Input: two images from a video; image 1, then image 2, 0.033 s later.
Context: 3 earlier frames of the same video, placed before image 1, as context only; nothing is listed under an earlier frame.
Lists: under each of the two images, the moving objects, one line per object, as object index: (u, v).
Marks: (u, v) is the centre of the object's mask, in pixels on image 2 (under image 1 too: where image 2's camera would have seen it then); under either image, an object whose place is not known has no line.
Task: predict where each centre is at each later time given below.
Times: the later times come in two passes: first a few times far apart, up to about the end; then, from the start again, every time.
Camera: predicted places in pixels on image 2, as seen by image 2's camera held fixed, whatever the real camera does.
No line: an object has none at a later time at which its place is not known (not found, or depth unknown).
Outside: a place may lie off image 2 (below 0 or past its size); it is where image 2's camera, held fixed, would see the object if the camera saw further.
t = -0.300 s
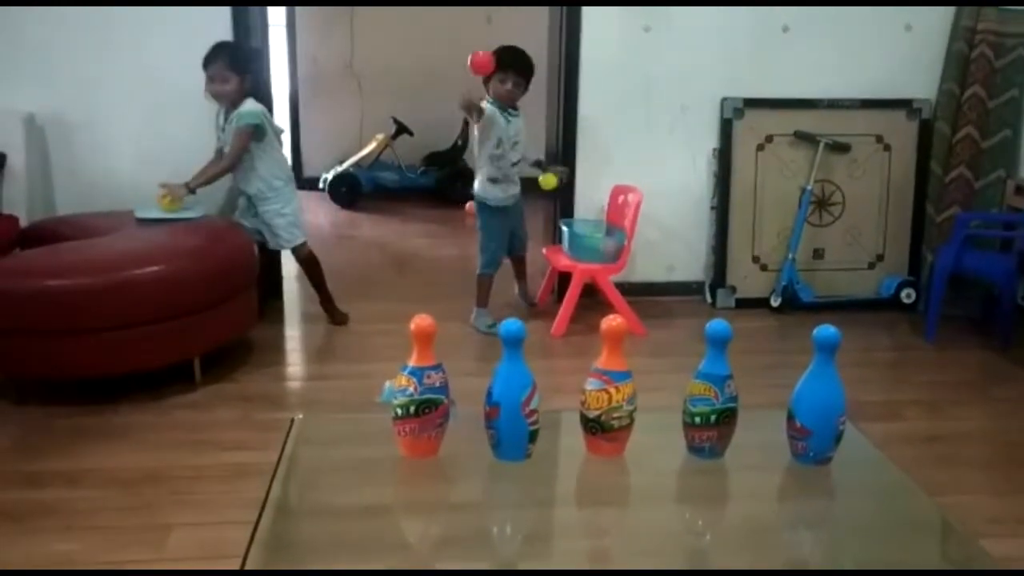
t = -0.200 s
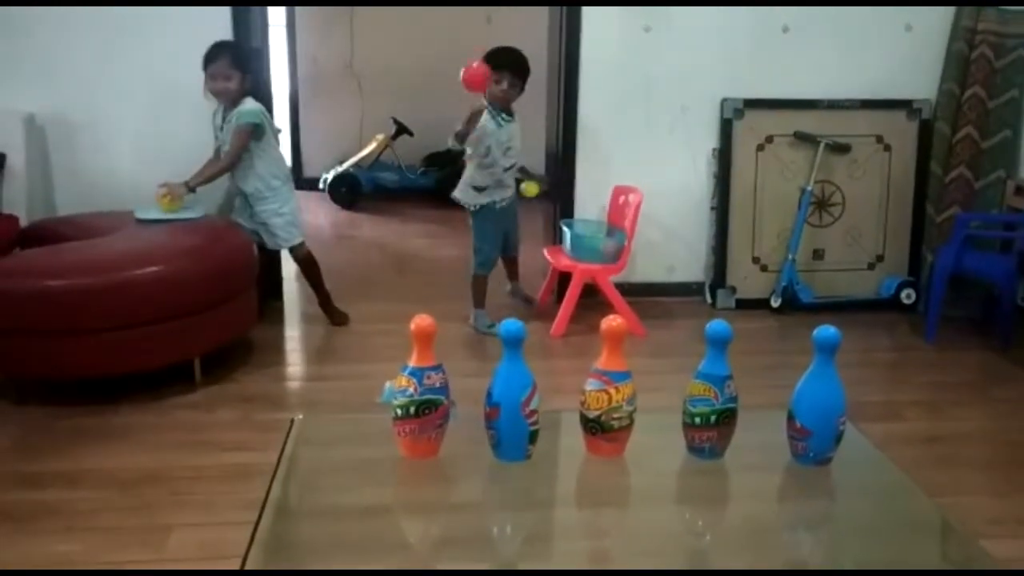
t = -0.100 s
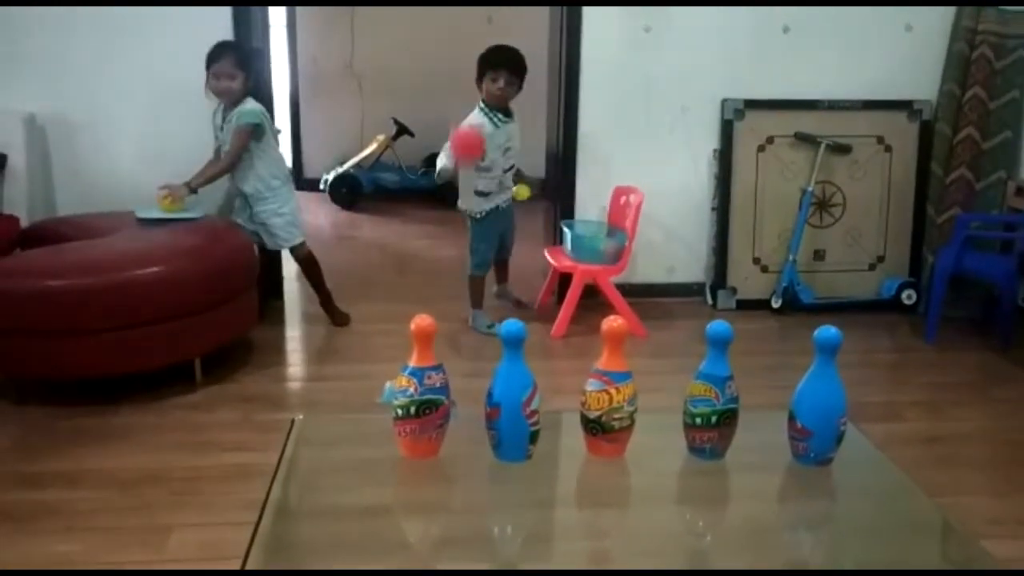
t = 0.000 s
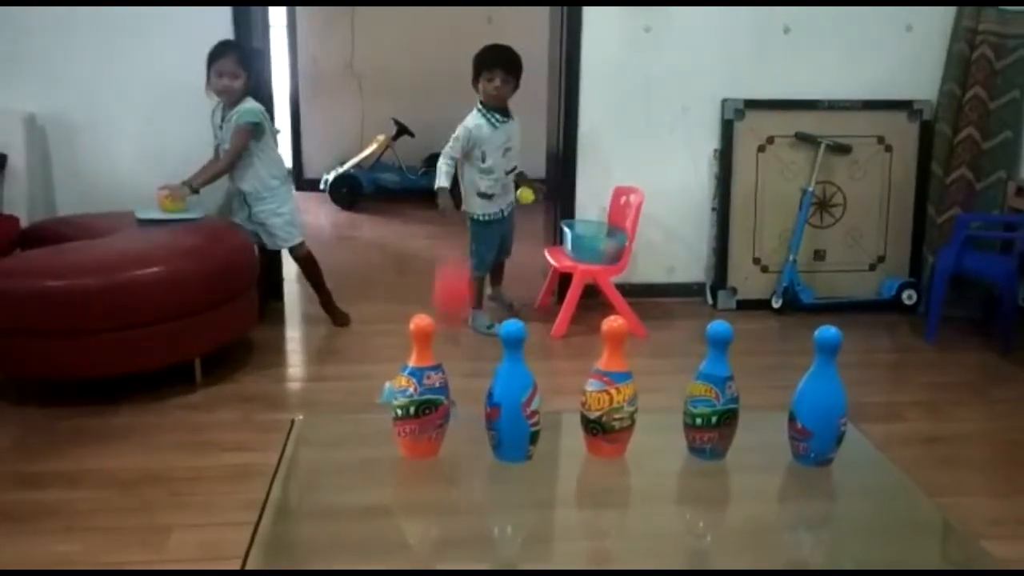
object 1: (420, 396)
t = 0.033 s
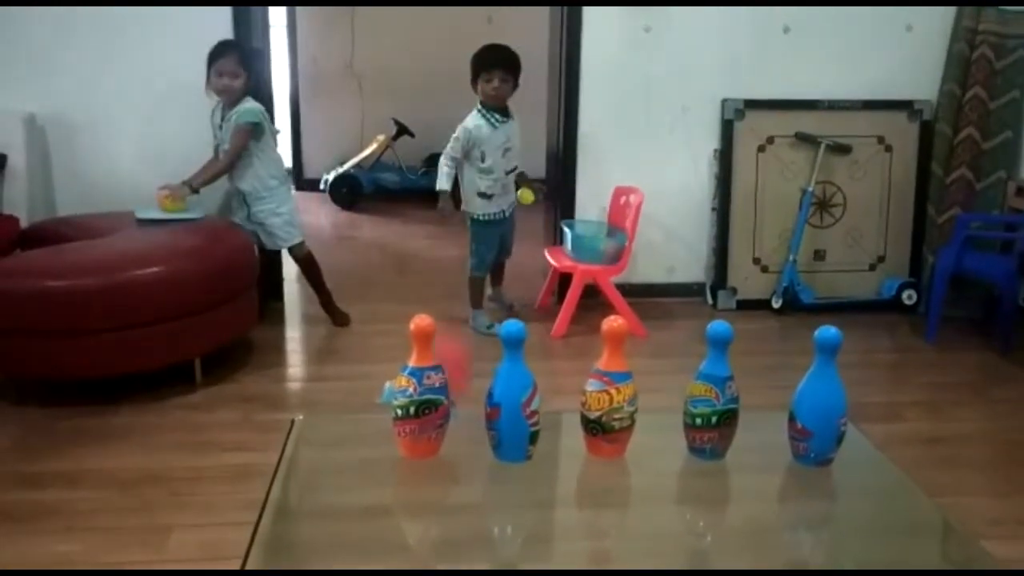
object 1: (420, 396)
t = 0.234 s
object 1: (392, 419)
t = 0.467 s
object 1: (379, 466)
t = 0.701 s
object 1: (413, 460)
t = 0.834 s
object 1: (416, 459)
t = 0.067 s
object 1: (417, 397)
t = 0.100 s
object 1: (411, 401)
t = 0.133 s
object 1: (406, 407)
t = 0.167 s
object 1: (400, 411)
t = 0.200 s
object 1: (396, 415)
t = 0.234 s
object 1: (392, 419)
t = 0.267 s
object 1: (388, 422)
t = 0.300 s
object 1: (385, 426)
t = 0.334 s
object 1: (382, 433)
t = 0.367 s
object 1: (380, 440)
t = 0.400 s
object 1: (378, 449)
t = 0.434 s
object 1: (379, 458)
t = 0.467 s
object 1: (379, 466)
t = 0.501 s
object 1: (383, 458)
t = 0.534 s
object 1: (391, 455)
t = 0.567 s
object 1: (398, 459)
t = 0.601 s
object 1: (403, 459)
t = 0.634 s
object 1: (406, 456)
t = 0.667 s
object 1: (409, 456)
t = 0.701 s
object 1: (413, 460)
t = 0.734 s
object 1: (414, 456)
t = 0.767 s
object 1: (415, 457)
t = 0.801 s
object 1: (417, 459)
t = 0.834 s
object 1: (416, 459)
